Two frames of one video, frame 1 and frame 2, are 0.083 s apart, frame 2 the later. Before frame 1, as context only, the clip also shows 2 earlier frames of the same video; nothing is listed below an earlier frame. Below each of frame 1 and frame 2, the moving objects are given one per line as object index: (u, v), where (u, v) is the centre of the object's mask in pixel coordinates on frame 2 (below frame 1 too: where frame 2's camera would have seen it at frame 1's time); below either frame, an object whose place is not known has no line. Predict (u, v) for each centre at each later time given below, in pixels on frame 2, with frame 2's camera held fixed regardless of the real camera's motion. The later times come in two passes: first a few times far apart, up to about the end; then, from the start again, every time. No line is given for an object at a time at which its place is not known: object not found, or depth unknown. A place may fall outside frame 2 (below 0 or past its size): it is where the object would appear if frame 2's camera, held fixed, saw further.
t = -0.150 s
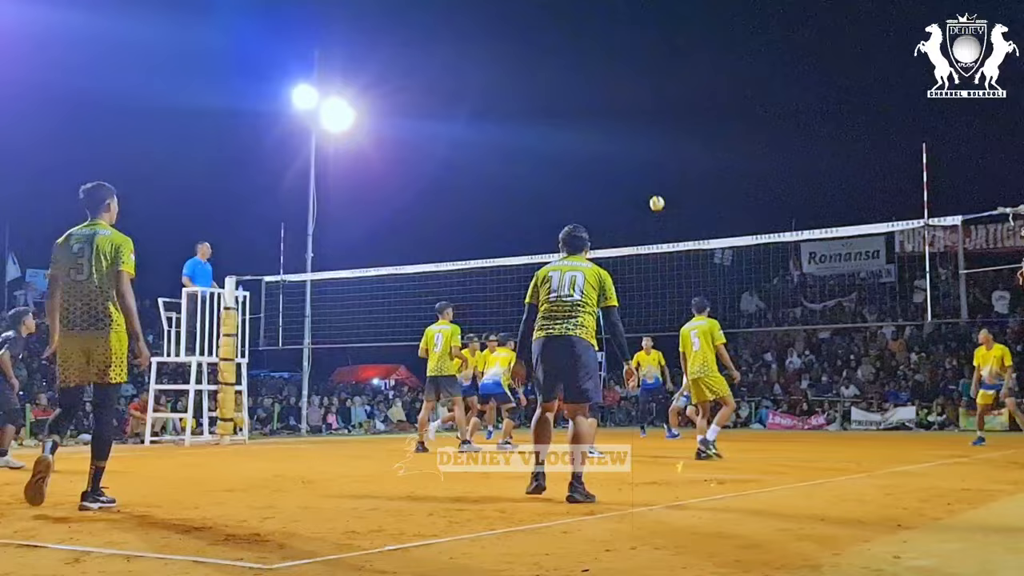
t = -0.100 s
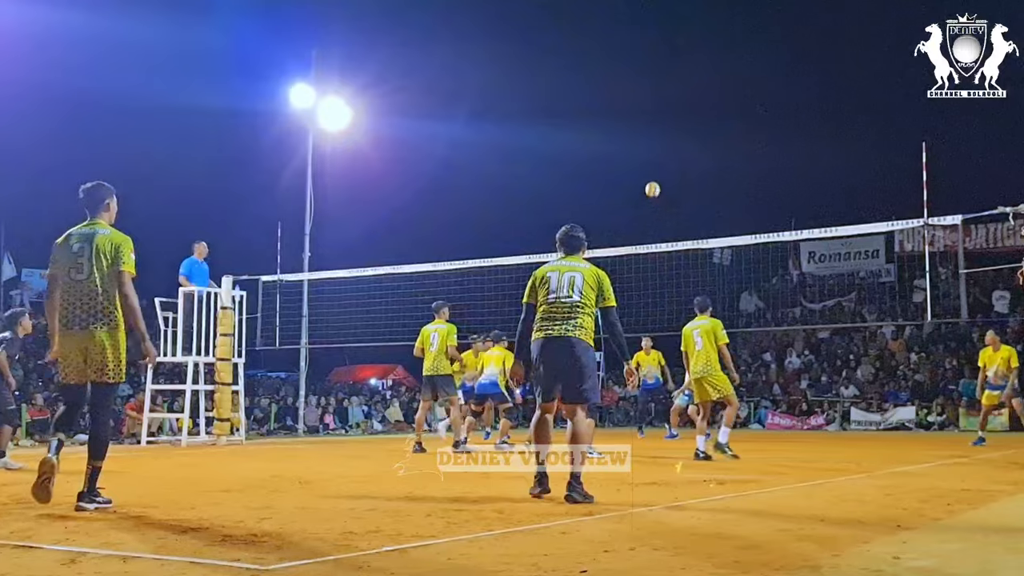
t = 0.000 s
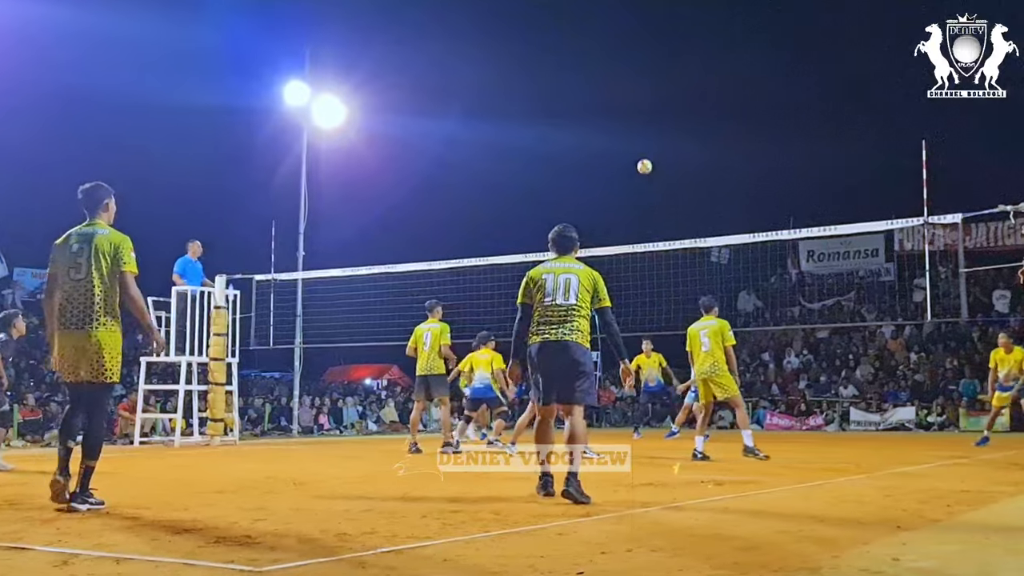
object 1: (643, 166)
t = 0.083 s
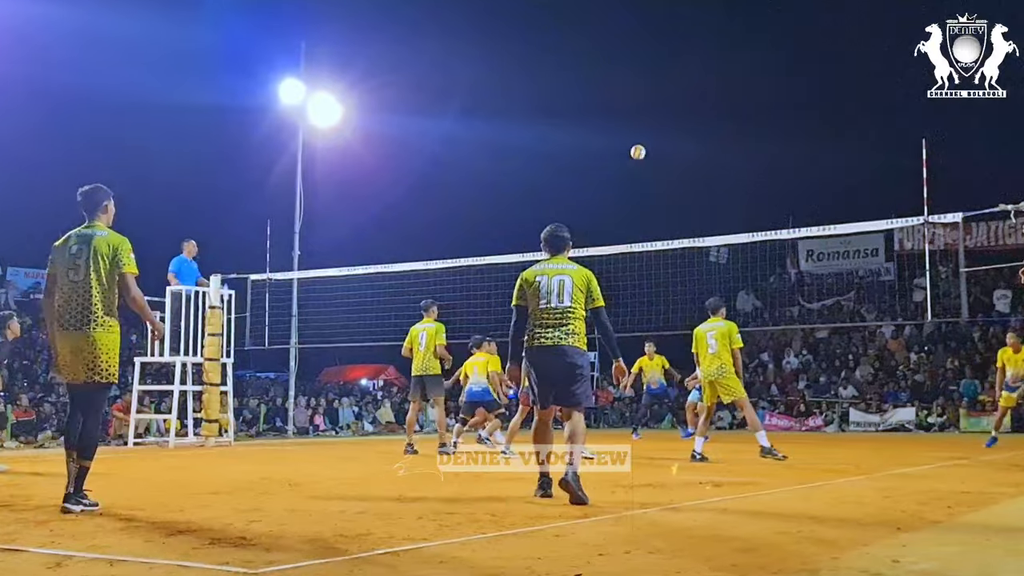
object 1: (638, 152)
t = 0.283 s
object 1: (624, 135)
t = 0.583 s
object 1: (602, 157)
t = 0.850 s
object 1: (583, 225)
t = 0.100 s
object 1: (636, 150)
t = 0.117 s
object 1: (635, 148)
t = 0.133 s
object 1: (634, 146)
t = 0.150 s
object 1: (633, 144)
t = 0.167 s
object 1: (632, 142)
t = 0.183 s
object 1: (631, 141)
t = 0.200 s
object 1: (629, 139)
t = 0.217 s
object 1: (628, 138)
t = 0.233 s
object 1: (627, 137)
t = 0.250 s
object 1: (626, 136)
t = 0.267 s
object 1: (624, 136)
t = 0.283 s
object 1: (624, 135)
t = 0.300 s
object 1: (622, 135)
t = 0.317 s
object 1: (621, 135)
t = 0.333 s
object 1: (620, 135)
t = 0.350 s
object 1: (619, 135)
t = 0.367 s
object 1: (618, 136)
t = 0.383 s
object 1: (616, 136)
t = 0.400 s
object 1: (615, 137)
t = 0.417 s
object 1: (614, 138)
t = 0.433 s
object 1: (613, 139)
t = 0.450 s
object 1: (612, 140)
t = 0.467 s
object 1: (611, 142)
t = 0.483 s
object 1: (609, 143)
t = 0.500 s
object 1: (608, 145)
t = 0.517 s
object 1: (607, 147)
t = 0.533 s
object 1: (606, 149)
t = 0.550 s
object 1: (605, 152)
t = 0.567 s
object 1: (603, 154)
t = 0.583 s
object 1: (602, 157)
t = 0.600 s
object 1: (601, 160)
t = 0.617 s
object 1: (600, 162)
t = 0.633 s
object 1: (599, 166)
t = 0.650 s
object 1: (598, 170)
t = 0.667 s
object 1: (596, 173)
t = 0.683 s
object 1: (595, 177)
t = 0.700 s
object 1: (594, 181)
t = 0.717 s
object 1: (593, 185)
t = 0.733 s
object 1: (592, 190)
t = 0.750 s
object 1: (590, 194)
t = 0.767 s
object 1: (589, 199)
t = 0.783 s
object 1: (588, 204)
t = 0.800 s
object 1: (587, 209)
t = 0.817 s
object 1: (585, 214)
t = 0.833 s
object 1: (585, 220)
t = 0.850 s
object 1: (583, 225)
